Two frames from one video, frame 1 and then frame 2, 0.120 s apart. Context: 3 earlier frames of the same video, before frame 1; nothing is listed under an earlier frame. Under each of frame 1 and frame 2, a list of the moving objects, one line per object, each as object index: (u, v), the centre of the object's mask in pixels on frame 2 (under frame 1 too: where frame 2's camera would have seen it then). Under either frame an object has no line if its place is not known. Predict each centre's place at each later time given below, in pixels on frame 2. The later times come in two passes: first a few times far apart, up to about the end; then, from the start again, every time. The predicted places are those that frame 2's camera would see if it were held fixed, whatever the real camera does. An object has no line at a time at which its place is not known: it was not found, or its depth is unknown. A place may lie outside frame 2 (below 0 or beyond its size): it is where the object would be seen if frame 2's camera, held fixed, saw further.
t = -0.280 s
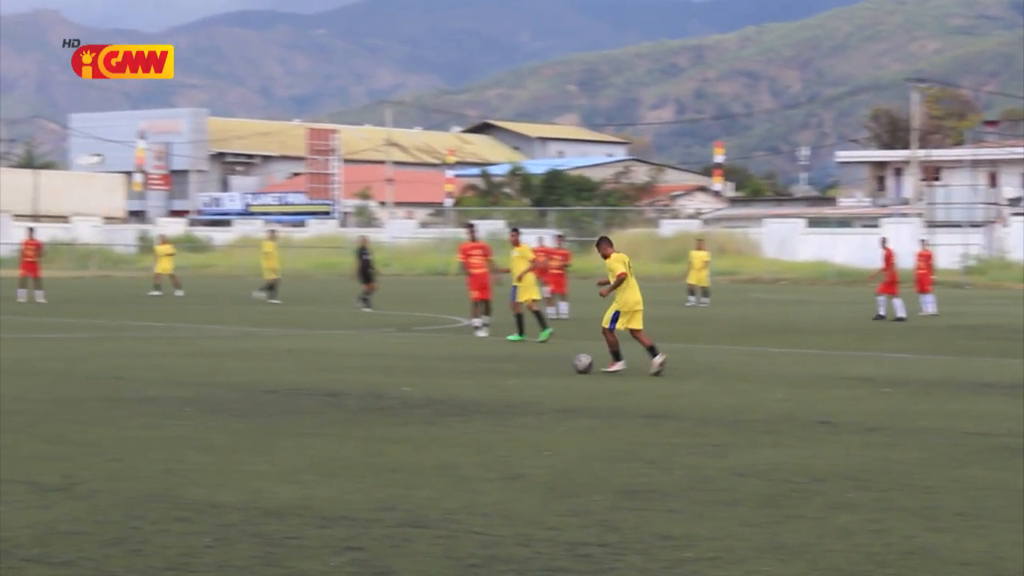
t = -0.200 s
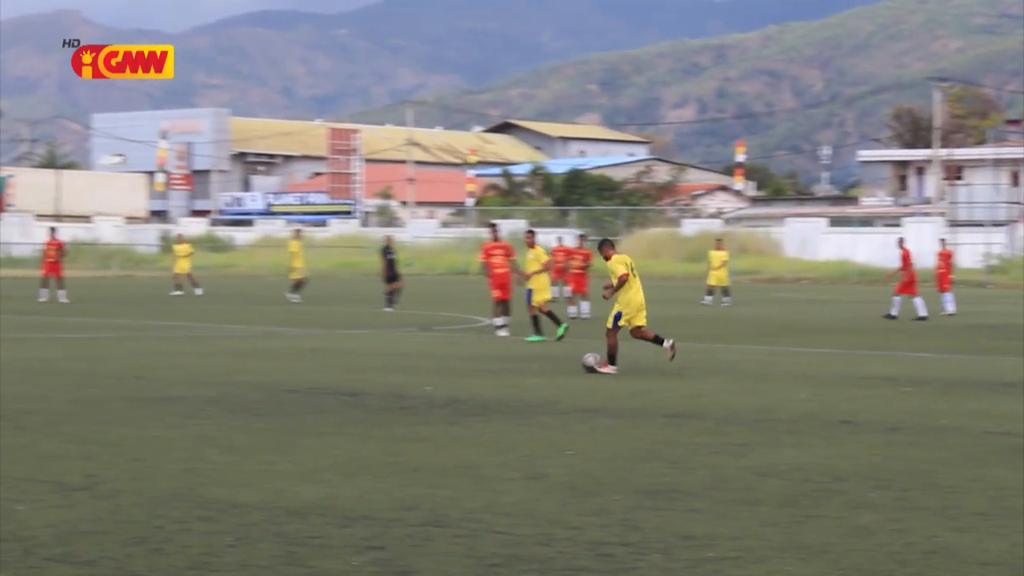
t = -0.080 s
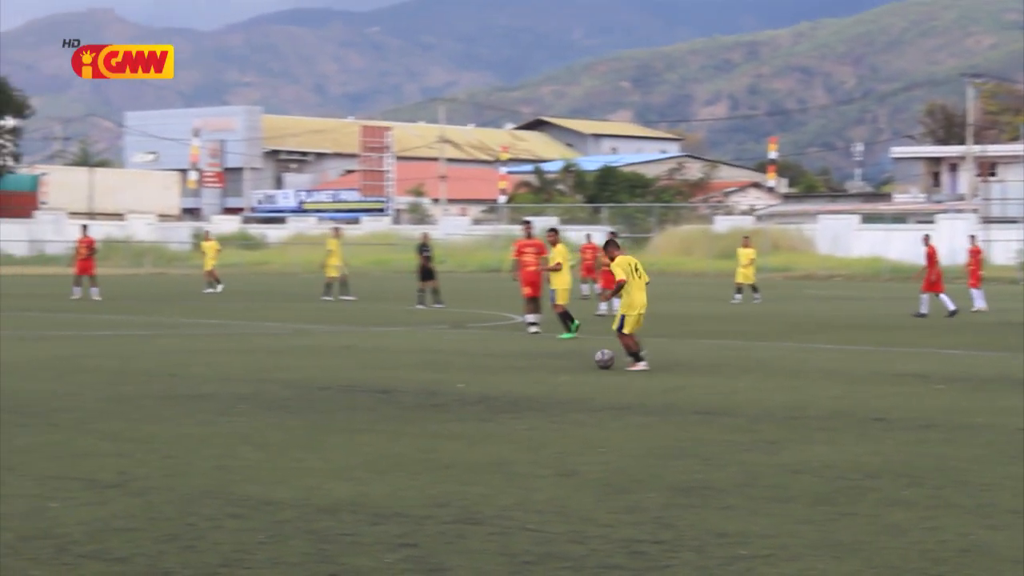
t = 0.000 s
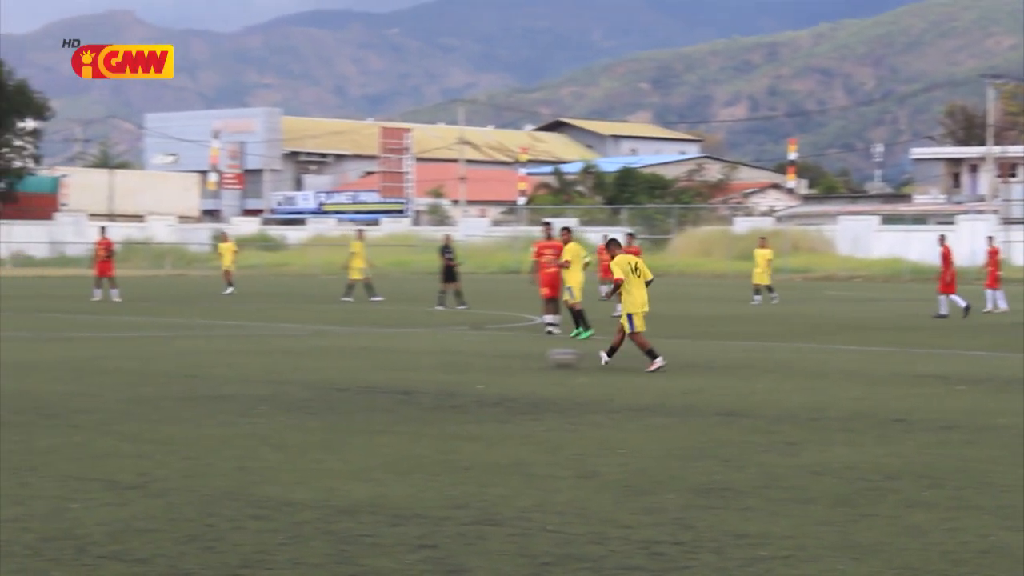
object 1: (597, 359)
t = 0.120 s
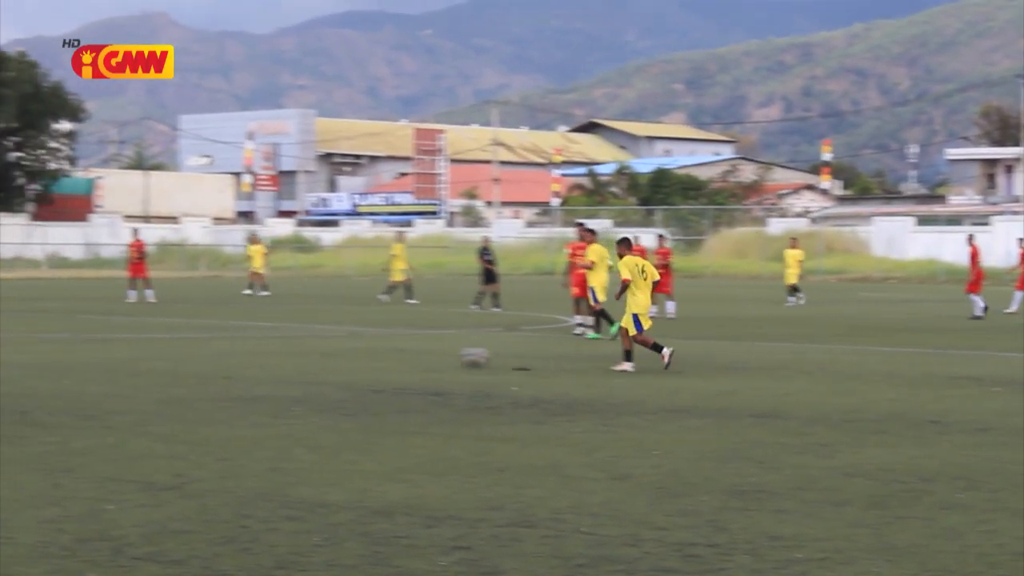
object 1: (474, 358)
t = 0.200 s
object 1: (397, 358)
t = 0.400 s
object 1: (222, 359)
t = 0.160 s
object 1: (436, 356)
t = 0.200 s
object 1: (397, 358)
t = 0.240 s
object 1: (360, 359)
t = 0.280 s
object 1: (325, 356)
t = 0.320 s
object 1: (291, 355)
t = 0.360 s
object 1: (256, 355)
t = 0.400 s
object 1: (222, 359)
